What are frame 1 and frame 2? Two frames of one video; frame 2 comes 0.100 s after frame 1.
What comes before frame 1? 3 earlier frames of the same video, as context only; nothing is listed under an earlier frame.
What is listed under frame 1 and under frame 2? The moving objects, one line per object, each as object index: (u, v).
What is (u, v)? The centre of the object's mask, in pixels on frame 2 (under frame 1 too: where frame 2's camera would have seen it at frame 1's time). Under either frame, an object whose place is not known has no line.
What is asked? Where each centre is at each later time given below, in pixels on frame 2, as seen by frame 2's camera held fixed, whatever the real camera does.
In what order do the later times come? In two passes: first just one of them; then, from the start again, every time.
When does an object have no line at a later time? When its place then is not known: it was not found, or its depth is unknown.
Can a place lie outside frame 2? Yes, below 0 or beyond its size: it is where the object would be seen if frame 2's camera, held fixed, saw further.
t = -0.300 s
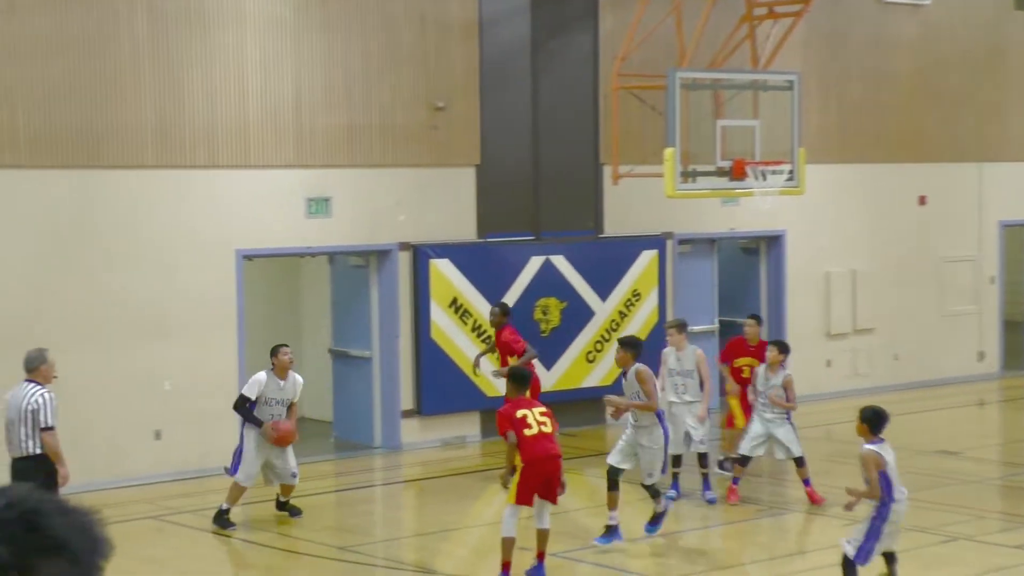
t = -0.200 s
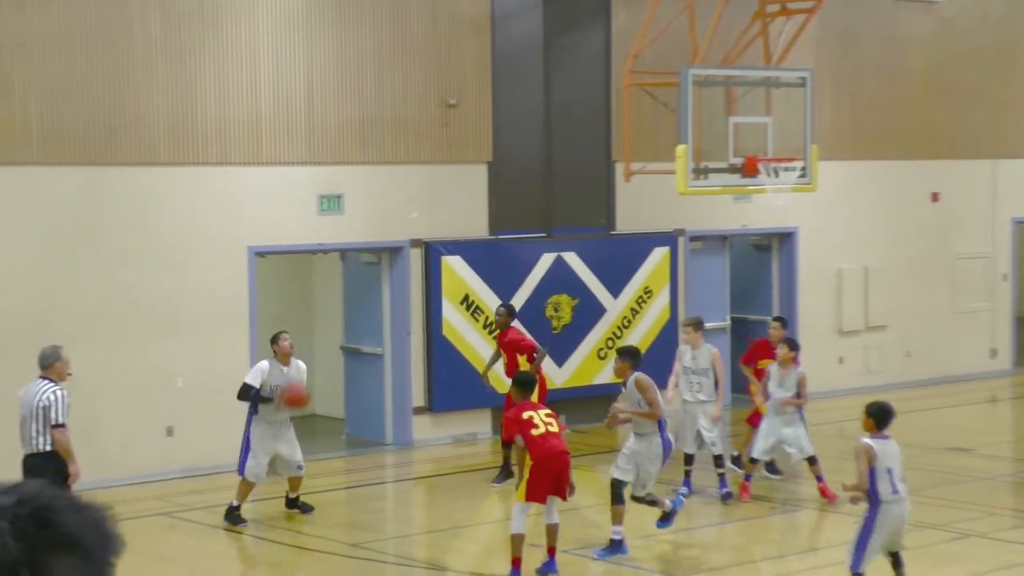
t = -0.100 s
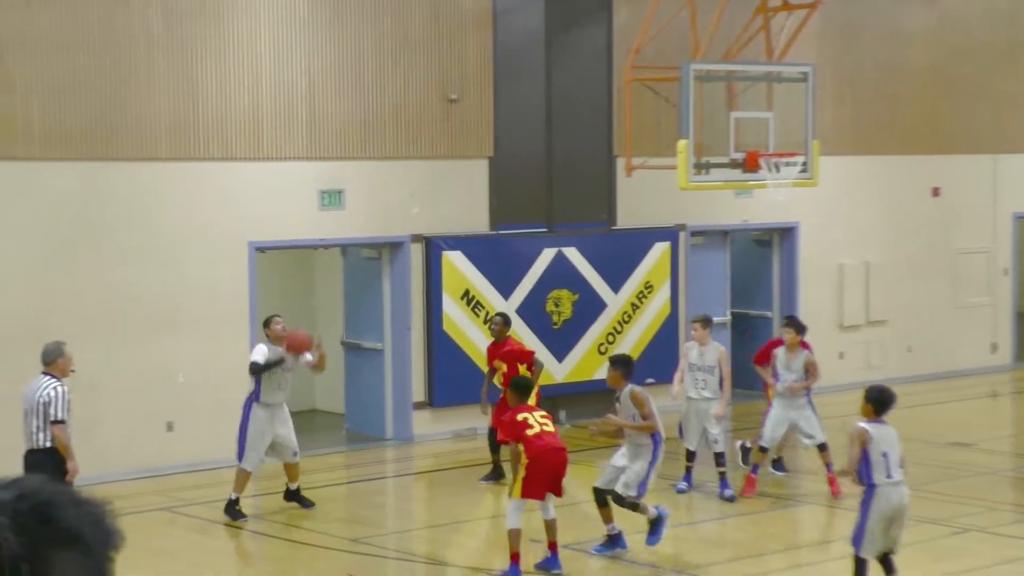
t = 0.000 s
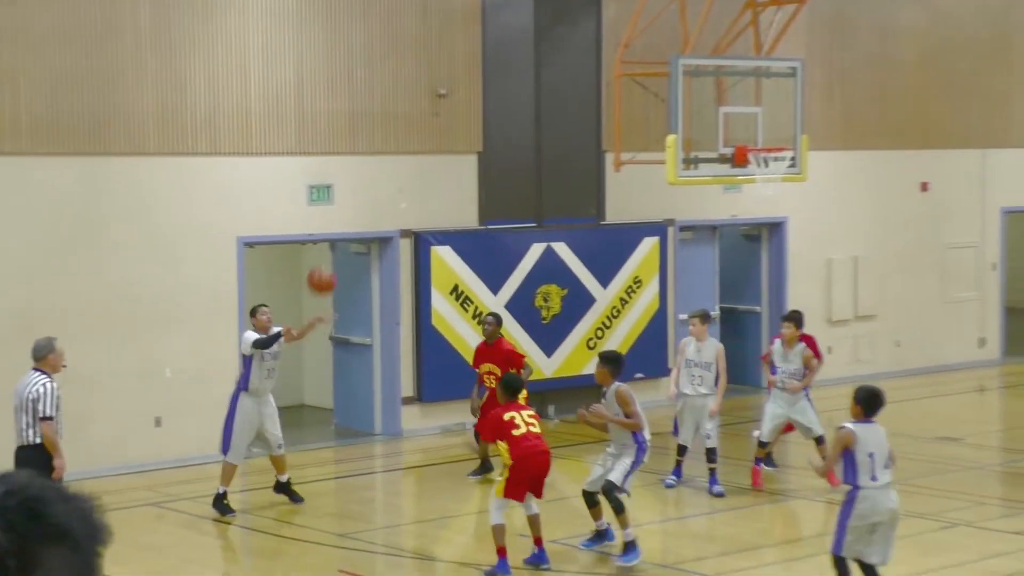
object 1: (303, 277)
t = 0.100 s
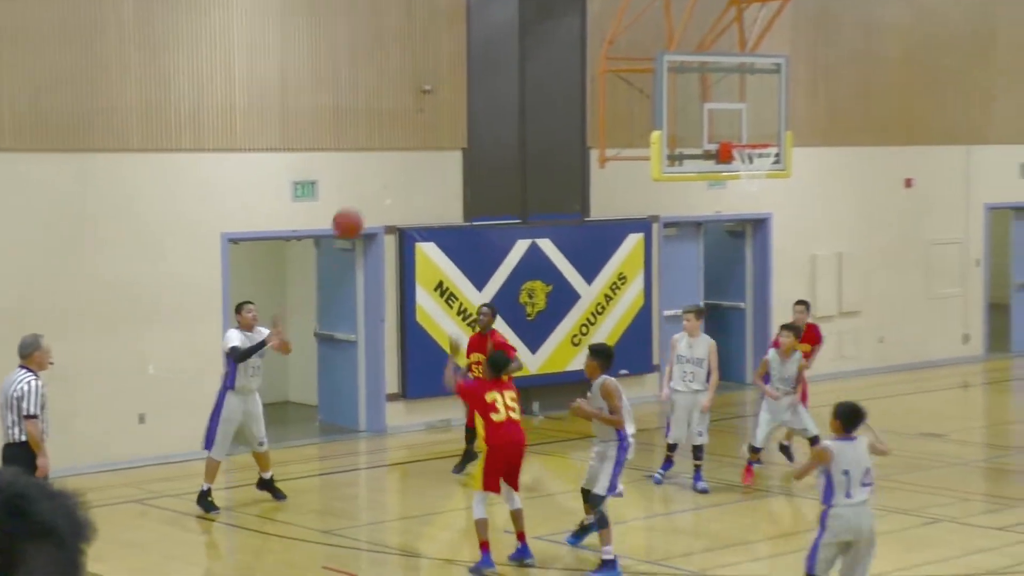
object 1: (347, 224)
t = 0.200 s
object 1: (392, 179)
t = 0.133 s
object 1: (362, 207)
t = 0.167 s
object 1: (377, 192)
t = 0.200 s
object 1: (392, 179)
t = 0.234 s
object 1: (407, 167)
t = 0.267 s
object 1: (423, 156)
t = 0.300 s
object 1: (439, 145)
